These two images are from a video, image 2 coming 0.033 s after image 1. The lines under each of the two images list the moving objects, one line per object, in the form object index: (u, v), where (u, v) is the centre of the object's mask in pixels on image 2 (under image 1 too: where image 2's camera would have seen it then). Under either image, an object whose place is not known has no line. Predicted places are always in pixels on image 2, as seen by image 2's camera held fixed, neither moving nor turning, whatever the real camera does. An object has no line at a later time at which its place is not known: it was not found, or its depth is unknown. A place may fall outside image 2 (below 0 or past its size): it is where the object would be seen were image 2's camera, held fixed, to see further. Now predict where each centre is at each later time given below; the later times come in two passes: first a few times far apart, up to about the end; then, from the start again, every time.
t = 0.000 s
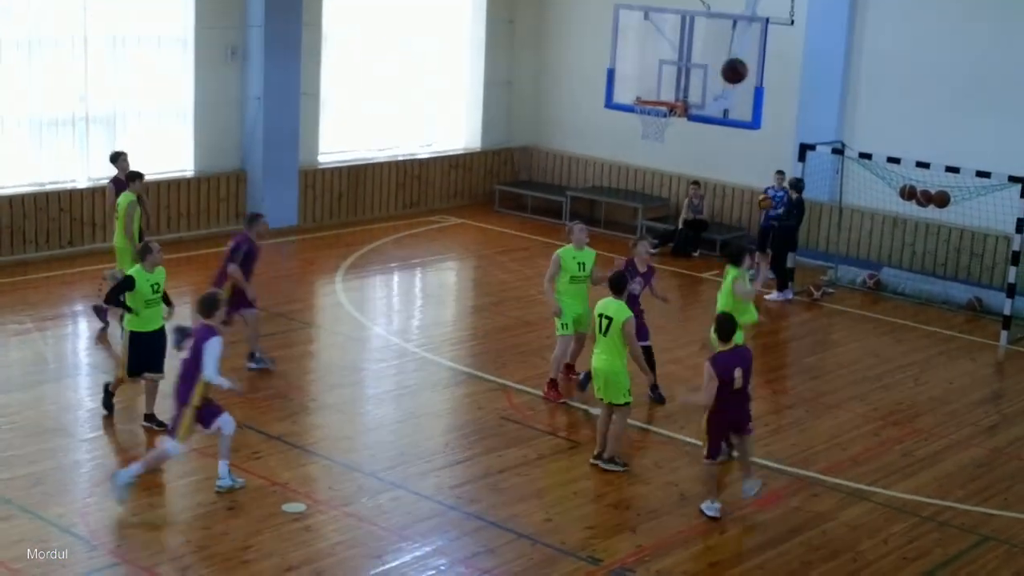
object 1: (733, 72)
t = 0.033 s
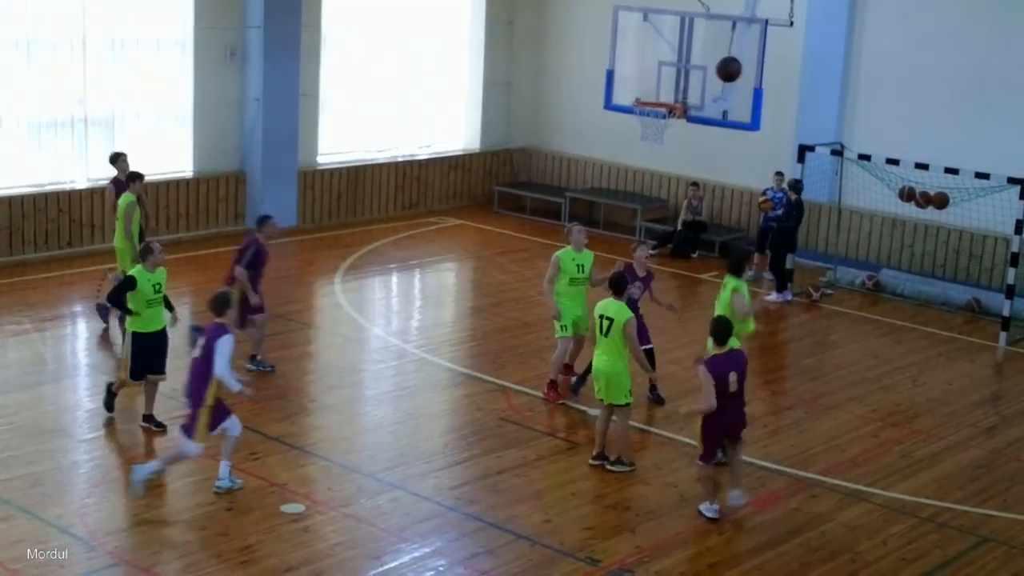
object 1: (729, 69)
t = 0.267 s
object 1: (697, 80)
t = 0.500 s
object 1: (642, 93)
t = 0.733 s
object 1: (627, 79)
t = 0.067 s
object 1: (724, 67)
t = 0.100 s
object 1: (720, 67)
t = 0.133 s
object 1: (716, 67)
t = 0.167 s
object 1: (711, 69)
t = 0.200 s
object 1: (706, 72)
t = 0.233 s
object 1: (702, 76)
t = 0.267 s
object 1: (697, 80)
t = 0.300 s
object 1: (688, 87)
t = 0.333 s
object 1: (679, 94)
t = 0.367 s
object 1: (672, 94)
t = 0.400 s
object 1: (664, 93)
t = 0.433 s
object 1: (655, 93)
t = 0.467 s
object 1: (647, 94)
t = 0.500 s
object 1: (642, 93)
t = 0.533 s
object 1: (640, 87)
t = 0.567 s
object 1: (638, 83)
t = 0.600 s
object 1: (636, 80)
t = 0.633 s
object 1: (634, 79)
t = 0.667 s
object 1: (632, 78)
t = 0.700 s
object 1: (629, 78)
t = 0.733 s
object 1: (627, 79)
